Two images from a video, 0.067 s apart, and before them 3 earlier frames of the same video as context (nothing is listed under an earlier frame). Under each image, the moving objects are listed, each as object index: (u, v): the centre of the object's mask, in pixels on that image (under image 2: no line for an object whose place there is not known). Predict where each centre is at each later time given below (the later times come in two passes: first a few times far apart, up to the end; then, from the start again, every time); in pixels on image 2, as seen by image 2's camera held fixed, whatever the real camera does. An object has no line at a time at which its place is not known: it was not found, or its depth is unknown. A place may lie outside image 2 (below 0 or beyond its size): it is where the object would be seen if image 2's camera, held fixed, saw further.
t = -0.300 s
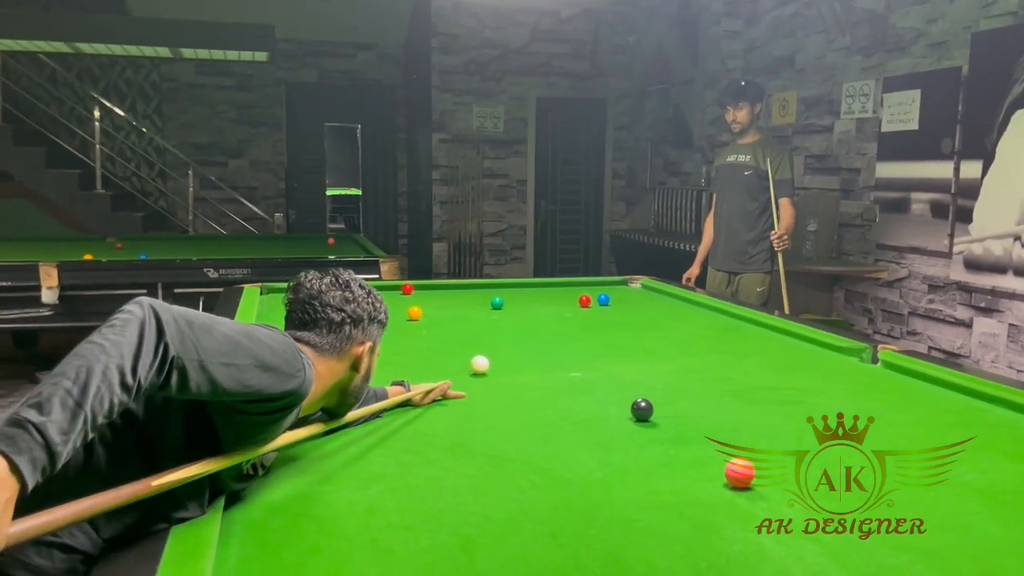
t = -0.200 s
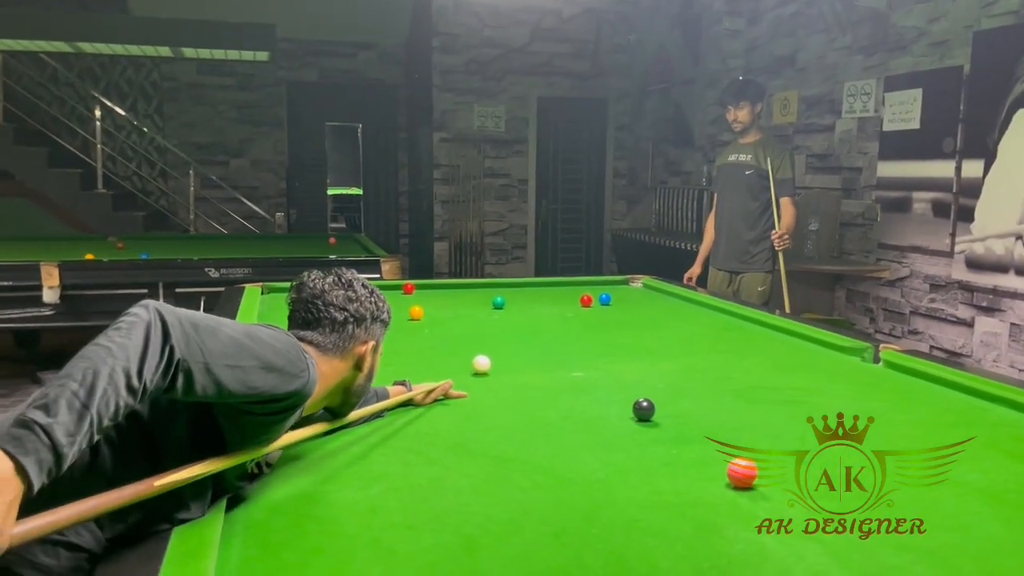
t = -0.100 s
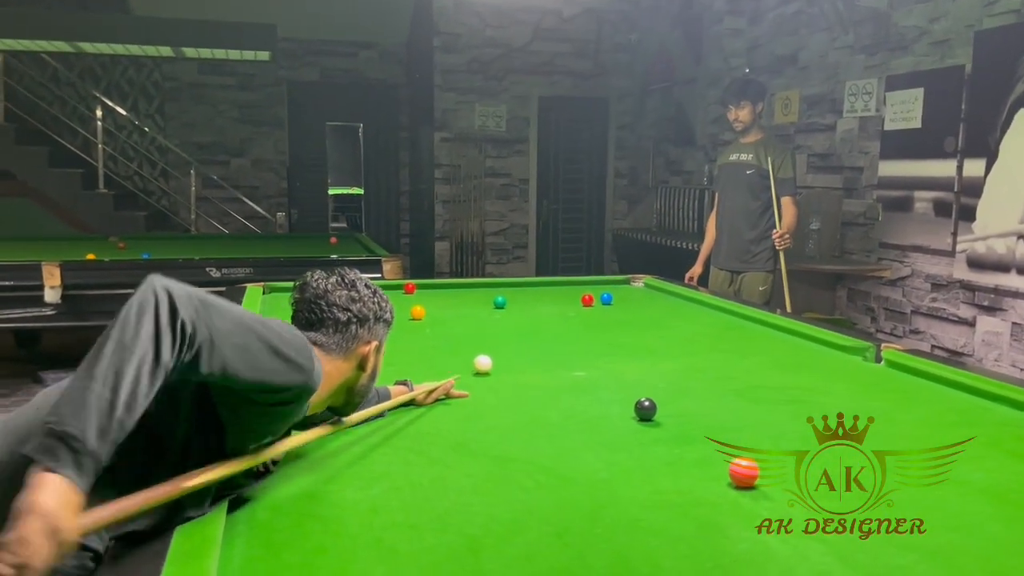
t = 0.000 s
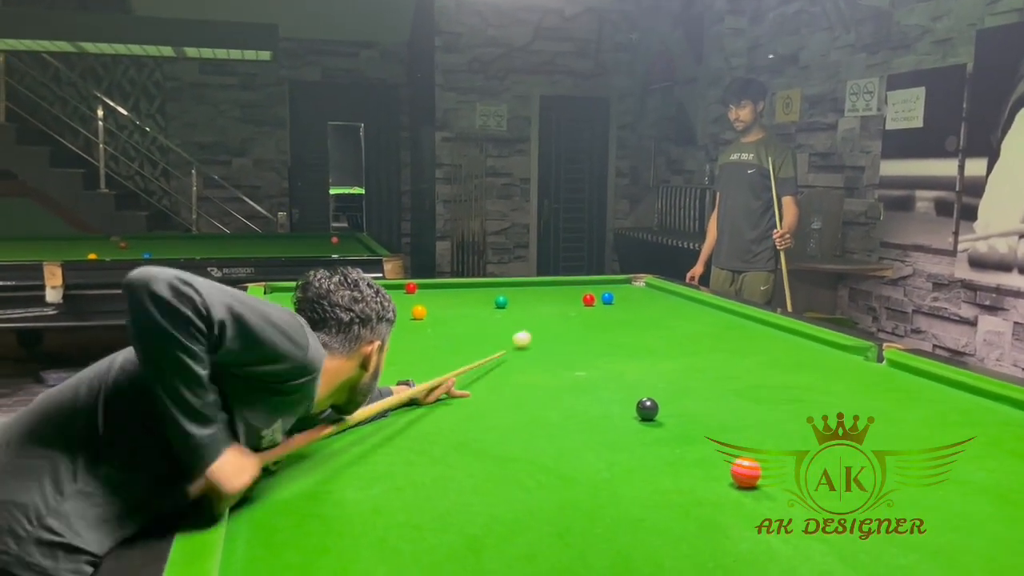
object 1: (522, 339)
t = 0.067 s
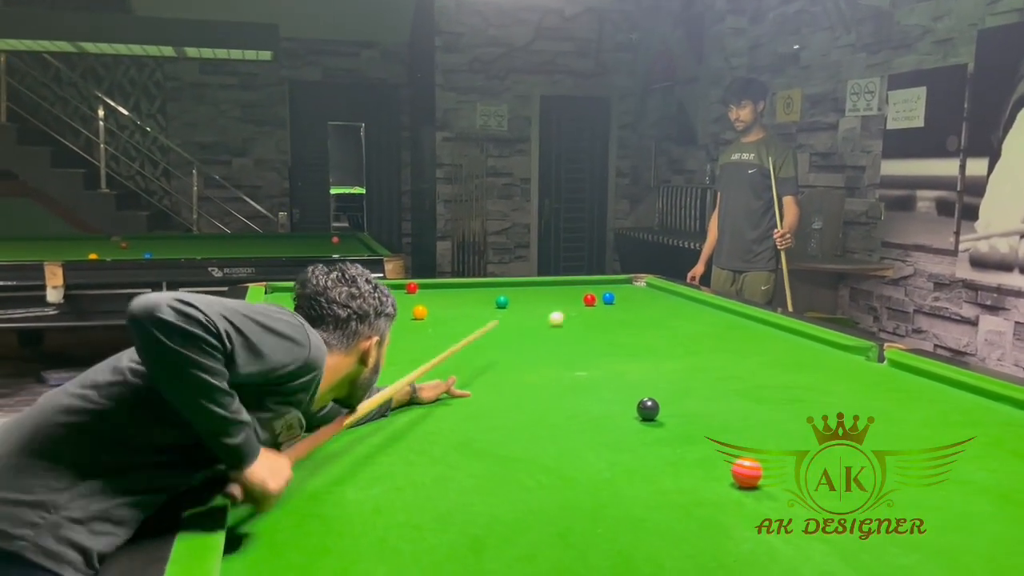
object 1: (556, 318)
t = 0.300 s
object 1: (563, 296)
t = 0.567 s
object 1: (540, 291)
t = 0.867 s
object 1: (522, 283)
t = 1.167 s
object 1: (527, 287)
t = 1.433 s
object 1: (534, 292)
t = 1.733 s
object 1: (541, 298)
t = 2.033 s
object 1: (549, 304)
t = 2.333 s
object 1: (557, 310)
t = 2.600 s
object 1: (564, 315)
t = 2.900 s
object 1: (572, 321)
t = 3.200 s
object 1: (581, 328)
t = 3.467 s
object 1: (588, 333)
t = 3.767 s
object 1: (596, 339)
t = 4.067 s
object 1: (605, 345)
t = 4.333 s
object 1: (612, 349)
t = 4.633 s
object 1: (621, 354)
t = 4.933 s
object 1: (628, 359)
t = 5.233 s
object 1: (635, 362)
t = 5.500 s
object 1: (640, 365)
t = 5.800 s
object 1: (643, 368)
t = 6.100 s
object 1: (646, 369)
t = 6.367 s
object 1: (648, 370)
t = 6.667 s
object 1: (648, 370)
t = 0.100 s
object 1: (570, 310)
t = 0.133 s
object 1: (581, 302)
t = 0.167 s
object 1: (581, 297)
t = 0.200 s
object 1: (576, 296)
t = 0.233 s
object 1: (571, 296)
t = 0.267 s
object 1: (567, 298)
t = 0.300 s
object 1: (563, 296)
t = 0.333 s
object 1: (559, 297)
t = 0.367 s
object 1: (556, 296)
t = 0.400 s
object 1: (553, 295)
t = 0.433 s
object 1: (550, 294)
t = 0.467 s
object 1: (547, 293)
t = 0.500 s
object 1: (545, 292)
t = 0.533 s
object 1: (543, 291)
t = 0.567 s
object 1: (540, 291)
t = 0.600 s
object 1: (538, 290)
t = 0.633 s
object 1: (536, 289)
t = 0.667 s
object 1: (534, 288)
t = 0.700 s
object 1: (532, 287)
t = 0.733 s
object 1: (530, 286)
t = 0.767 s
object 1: (528, 286)
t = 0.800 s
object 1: (526, 285)
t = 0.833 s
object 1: (524, 284)
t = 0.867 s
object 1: (522, 283)
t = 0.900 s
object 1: (520, 283)
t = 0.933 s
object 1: (522, 284)
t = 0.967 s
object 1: (522, 284)
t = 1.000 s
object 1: (523, 284)
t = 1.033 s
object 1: (524, 285)
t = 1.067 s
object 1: (525, 286)
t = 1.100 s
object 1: (525, 286)
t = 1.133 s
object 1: (526, 287)
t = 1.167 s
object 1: (527, 287)
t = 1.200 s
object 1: (528, 288)
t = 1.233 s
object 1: (529, 289)
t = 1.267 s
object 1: (530, 289)
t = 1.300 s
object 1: (531, 290)
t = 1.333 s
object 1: (531, 290)
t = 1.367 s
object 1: (532, 291)
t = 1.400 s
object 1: (533, 292)
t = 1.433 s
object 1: (534, 292)
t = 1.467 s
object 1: (534, 293)
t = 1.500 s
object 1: (535, 294)
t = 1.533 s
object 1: (536, 294)
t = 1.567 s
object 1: (537, 295)
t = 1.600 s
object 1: (538, 296)
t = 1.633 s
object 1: (539, 296)
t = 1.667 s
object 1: (540, 297)
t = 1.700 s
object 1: (541, 298)
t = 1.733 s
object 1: (541, 298)
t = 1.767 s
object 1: (542, 299)
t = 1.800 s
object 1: (543, 299)
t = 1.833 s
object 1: (544, 300)
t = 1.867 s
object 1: (545, 301)
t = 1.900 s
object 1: (545, 301)
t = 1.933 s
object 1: (546, 302)
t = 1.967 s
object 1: (547, 303)
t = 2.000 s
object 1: (548, 303)
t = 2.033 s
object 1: (549, 304)
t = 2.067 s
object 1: (550, 304)
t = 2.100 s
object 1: (551, 305)
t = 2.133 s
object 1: (552, 306)
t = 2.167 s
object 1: (553, 306)
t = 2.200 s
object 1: (554, 307)
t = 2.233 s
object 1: (555, 308)
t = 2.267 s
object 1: (555, 309)
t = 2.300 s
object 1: (556, 309)
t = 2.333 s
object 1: (557, 310)
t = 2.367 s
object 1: (558, 311)
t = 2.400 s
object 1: (559, 311)
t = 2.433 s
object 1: (560, 312)
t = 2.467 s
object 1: (561, 312)
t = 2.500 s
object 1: (561, 313)
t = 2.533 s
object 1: (563, 314)
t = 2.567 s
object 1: (563, 315)
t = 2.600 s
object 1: (564, 315)
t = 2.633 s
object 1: (565, 316)
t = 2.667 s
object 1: (566, 317)
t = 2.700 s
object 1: (567, 317)
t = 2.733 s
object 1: (568, 318)
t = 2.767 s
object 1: (569, 319)
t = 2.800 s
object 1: (569, 319)
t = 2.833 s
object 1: (571, 320)
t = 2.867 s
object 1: (572, 321)
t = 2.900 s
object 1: (572, 321)
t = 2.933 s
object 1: (573, 322)
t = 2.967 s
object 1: (574, 323)
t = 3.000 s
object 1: (575, 323)
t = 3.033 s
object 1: (576, 324)
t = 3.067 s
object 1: (577, 325)
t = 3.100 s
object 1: (578, 326)
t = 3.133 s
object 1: (579, 326)
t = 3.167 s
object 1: (580, 327)
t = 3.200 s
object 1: (581, 328)
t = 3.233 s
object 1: (582, 328)
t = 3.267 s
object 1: (582, 329)
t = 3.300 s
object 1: (583, 330)
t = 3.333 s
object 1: (584, 330)
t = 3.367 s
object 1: (585, 331)
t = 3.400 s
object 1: (586, 332)
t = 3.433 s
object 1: (587, 332)
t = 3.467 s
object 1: (588, 333)
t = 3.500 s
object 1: (589, 334)
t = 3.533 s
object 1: (590, 334)
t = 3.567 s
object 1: (591, 335)
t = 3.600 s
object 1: (592, 336)
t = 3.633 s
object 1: (592, 336)
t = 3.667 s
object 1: (593, 337)
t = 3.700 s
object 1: (594, 338)
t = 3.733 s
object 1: (596, 338)
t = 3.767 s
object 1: (596, 339)
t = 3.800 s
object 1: (597, 339)
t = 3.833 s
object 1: (598, 340)
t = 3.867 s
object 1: (599, 341)
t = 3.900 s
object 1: (600, 341)
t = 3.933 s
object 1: (601, 342)
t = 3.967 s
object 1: (602, 343)
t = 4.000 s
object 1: (603, 343)
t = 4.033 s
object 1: (604, 344)
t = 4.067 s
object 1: (605, 345)
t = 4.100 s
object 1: (606, 345)
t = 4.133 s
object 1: (607, 345)
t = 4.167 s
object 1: (608, 346)
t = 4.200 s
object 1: (609, 347)
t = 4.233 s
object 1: (610, 347)
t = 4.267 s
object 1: (611, 348)
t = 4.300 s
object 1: (612, 348)
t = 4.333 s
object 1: (612, 349)
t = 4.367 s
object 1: (614, 349)
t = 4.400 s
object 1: (614, 350)
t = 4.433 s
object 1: (615, 351)
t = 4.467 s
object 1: (616, 351)
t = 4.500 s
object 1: (617, 352)
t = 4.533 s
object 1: (618, 352)
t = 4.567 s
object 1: (619, 353)
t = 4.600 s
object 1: (620, 353)
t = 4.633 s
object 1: (621, 354)
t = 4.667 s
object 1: (622, 354)
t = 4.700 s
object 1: (622, 355)
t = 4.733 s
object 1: (623, 355)
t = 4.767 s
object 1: (624, 356)
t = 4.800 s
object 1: (625, 356)
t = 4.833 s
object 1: (626, 357)
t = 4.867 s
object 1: (626, 358)
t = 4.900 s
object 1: (628, 358)
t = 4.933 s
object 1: (628, 359)
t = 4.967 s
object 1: (629, 359)
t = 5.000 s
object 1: (630, 359)
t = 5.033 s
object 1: (631, 360)
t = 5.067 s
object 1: (631, 360)
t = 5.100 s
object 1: (632, 361)
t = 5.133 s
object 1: (633, 361)
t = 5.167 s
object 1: (633, 361)
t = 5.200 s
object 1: (634, 362)
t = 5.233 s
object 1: (635, 362)
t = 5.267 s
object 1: (636, 363)
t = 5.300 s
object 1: (636, 363)
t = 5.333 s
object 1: (637, 363)
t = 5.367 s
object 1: (637, 364)
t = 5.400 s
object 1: (638, 364)
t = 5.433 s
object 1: (638, 364)
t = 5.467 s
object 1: (639, 364)
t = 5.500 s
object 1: (640, 365)
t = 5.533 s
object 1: (640, 365)
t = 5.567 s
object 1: (641, 366)
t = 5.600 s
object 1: (641, 366)
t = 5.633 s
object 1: (641, 366)
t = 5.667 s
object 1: (642, 367)
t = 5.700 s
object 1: (642, 367)
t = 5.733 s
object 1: (643, 367)
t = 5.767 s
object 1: (643, 367)
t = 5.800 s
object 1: (643, 368)
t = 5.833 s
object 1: (644, 368)
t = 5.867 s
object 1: (644, 368)
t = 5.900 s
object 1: (644, 368)
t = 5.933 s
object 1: (645, 368)
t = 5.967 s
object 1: (645, 369)
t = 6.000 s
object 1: (645, 369)
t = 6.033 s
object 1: (646, 369)
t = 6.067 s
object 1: (646, 369)
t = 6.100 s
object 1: (646, 369)
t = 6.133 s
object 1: (647, 370)
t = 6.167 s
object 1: (647, 370)
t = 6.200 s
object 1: (647, 370)
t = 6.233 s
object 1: (647, 370)
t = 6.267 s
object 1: (647, 370)
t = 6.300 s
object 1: (648, 370)
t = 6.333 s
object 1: (648, 370)
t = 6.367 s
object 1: (648, 370)
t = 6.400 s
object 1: (648, 370)
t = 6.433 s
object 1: (648, 370)
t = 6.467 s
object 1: (648, 370)
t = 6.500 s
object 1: (648, 370)
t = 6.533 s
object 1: (648, 370)
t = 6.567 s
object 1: (648, 370)
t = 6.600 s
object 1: (648, 370)
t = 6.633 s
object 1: (648, 370)
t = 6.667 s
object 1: (648, 370)
